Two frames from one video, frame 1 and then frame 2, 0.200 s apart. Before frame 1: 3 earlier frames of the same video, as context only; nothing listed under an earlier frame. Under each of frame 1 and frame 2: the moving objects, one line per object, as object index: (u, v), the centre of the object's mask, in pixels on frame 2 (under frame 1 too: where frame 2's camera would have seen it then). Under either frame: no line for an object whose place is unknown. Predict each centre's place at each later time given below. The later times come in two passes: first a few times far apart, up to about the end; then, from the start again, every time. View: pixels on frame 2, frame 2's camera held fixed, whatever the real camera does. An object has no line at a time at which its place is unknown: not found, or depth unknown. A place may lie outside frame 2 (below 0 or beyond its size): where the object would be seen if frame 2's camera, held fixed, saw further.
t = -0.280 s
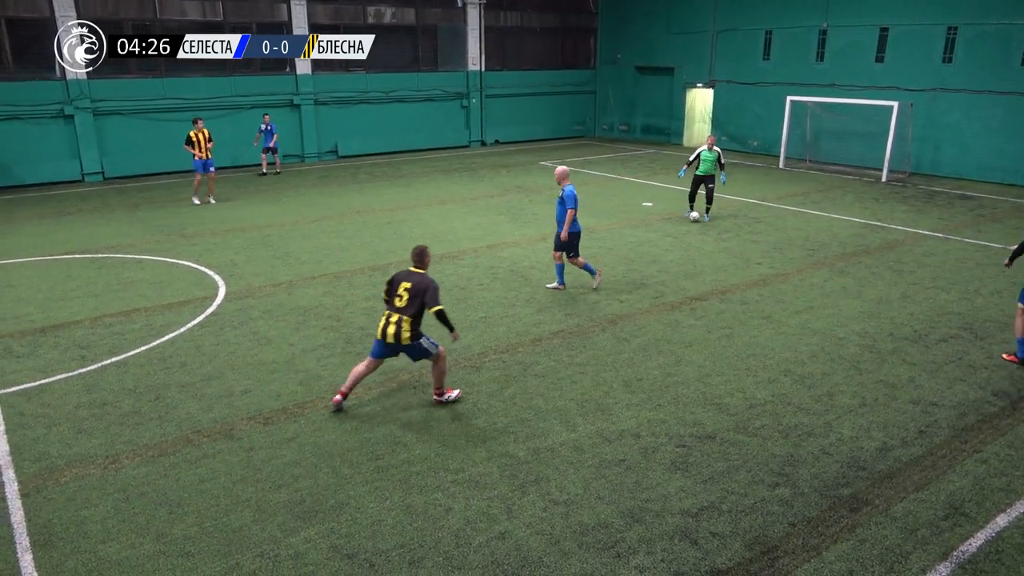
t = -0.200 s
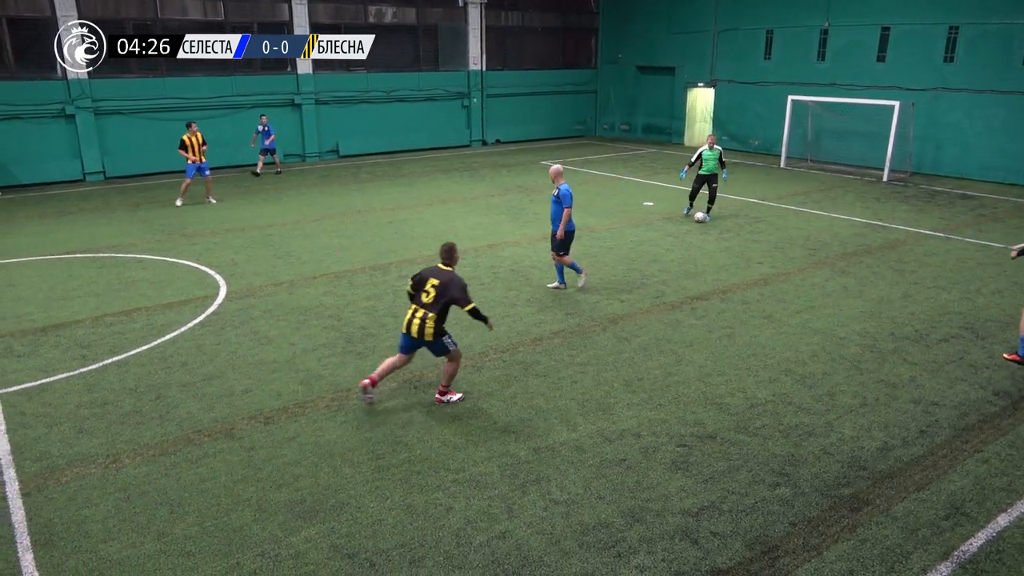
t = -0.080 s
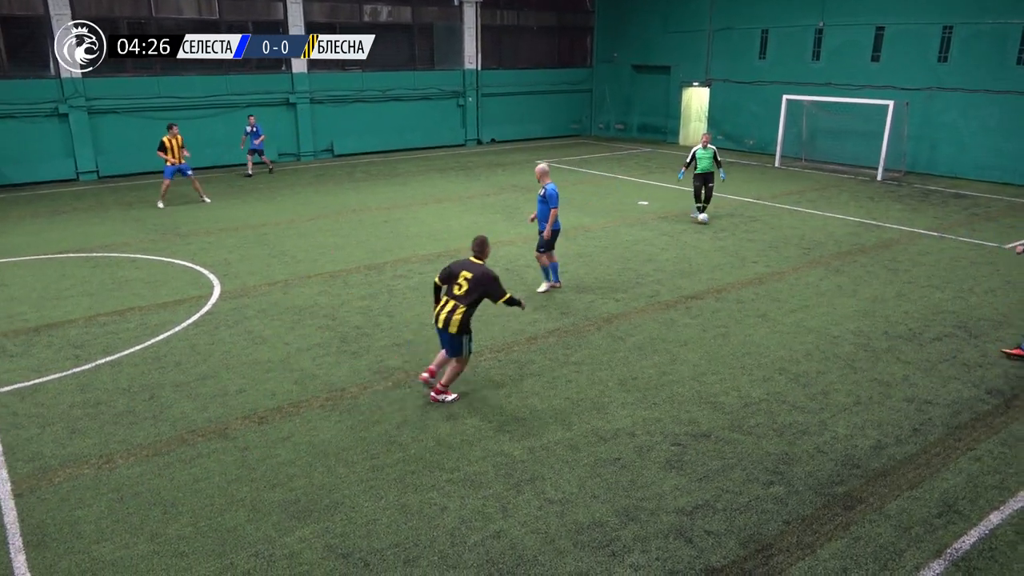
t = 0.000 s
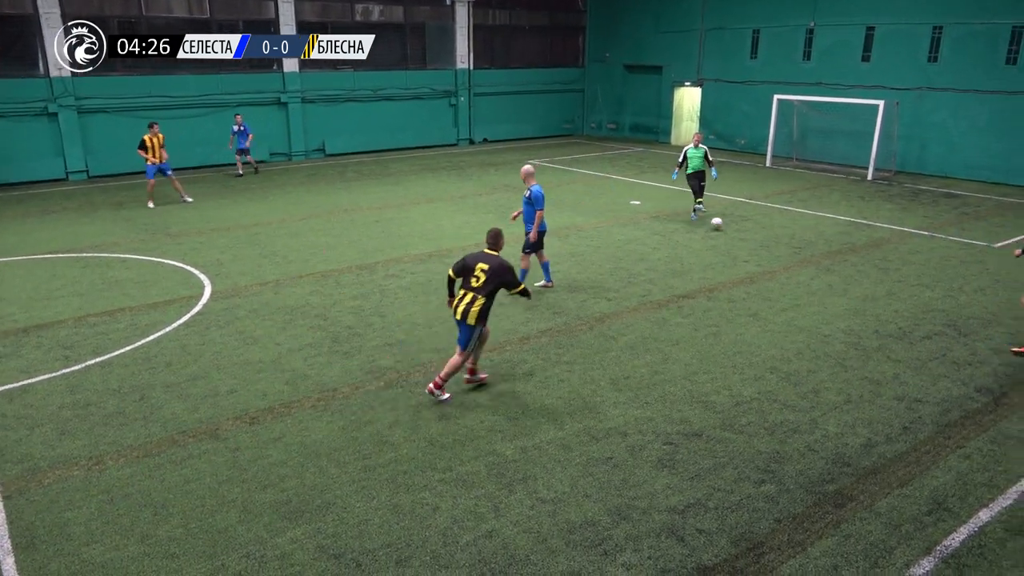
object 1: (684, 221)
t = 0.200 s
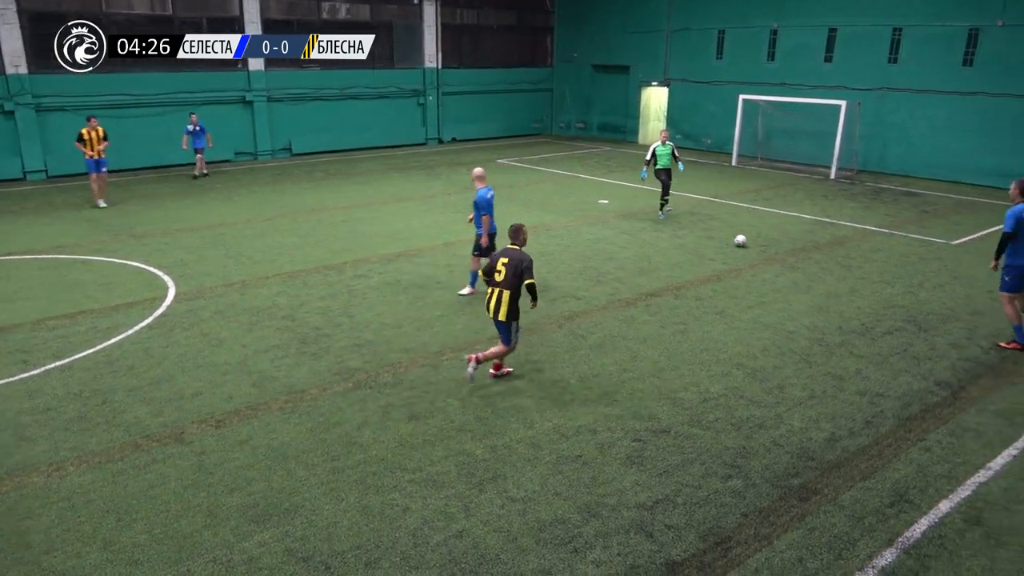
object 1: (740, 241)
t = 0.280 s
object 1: (763, 247)
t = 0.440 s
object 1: (809, 261)
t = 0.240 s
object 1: (752, 244)
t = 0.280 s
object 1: (763, 247)
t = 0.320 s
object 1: (774, 250)
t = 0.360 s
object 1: (786, 253)
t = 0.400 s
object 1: (797, 257)
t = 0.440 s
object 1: (809, 261)
